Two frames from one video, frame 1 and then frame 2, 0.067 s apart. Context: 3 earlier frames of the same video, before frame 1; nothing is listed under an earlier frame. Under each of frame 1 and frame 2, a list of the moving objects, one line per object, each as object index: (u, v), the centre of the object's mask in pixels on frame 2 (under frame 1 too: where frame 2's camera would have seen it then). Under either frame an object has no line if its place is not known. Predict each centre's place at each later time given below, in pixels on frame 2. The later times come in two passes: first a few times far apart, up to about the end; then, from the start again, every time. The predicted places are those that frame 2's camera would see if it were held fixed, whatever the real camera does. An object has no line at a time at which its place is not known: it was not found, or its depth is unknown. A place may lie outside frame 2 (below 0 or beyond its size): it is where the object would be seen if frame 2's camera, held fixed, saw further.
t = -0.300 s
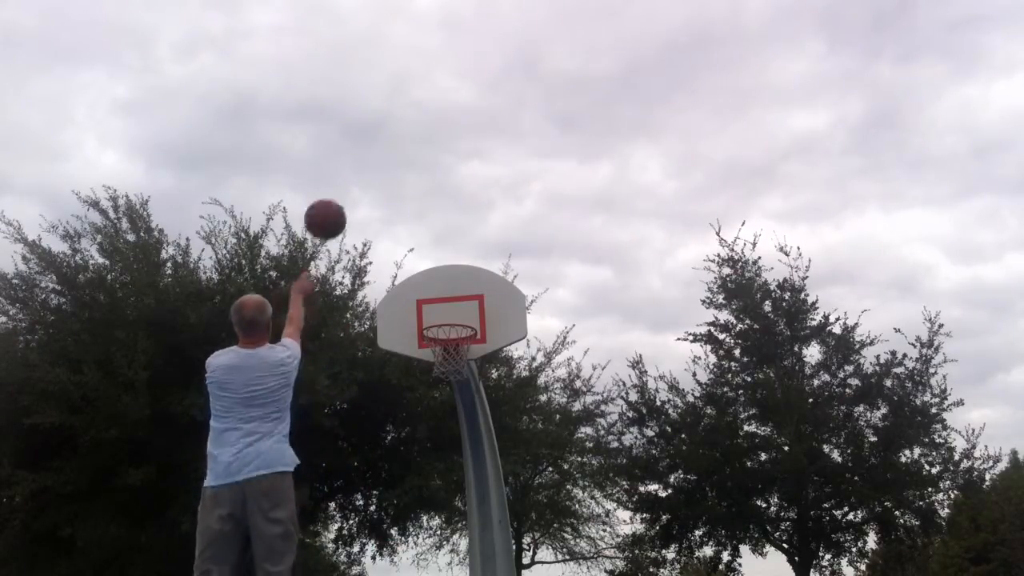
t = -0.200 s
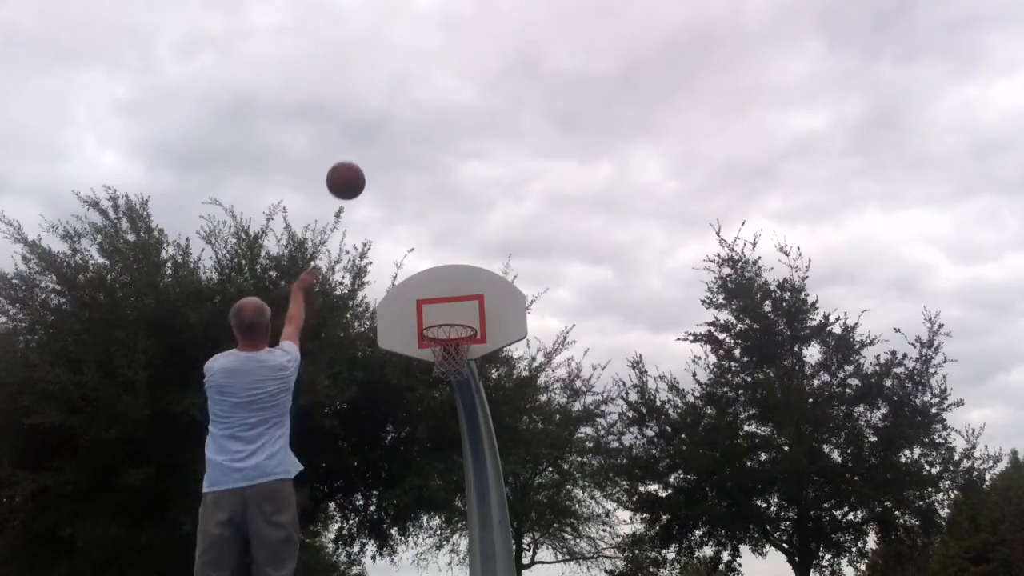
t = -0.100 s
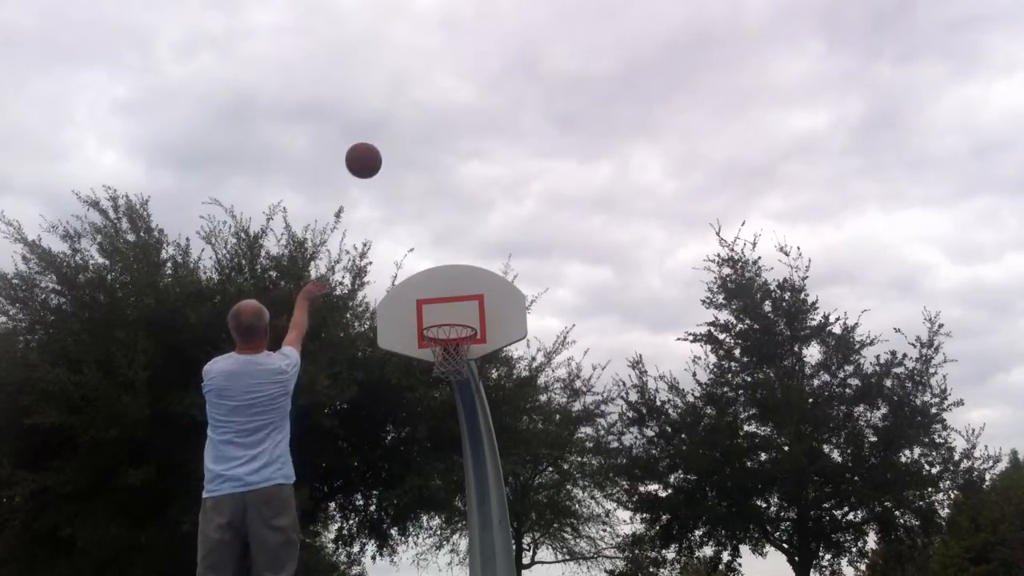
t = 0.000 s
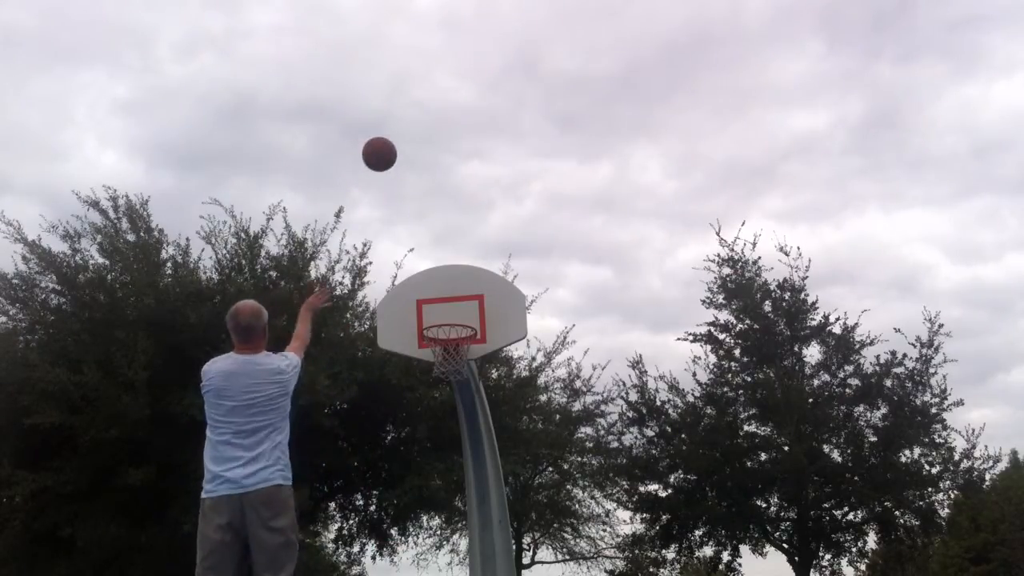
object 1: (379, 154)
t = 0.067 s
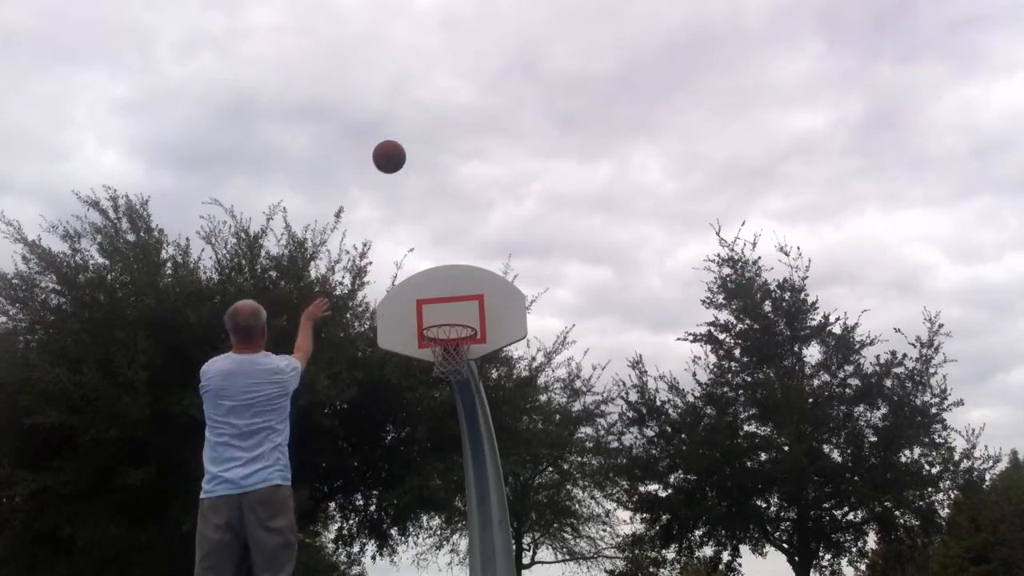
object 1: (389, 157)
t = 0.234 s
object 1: (411, 185)
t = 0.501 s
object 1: (442, 287)
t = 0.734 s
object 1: (451, 355)
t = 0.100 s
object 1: (394, 160)
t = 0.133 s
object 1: (398, 164)
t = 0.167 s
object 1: (402, 170)
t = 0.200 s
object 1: (407, 177)
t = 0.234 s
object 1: (411, 185)
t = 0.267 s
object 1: (415, 195)
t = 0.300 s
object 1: (419, 205)
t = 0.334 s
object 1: (423, 216)
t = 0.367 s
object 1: (427, 229)
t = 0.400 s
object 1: (431, 242)
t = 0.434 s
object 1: (434, 256)
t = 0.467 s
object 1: (438, 271)
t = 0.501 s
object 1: (442, 287)
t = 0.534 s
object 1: (446, 305)
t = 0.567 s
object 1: (449, 321)
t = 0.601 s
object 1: (451, 336)
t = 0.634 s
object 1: (454, 347)
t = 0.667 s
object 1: (455, 355)
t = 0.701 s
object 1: (453, 355)
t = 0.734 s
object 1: (451, 355)
